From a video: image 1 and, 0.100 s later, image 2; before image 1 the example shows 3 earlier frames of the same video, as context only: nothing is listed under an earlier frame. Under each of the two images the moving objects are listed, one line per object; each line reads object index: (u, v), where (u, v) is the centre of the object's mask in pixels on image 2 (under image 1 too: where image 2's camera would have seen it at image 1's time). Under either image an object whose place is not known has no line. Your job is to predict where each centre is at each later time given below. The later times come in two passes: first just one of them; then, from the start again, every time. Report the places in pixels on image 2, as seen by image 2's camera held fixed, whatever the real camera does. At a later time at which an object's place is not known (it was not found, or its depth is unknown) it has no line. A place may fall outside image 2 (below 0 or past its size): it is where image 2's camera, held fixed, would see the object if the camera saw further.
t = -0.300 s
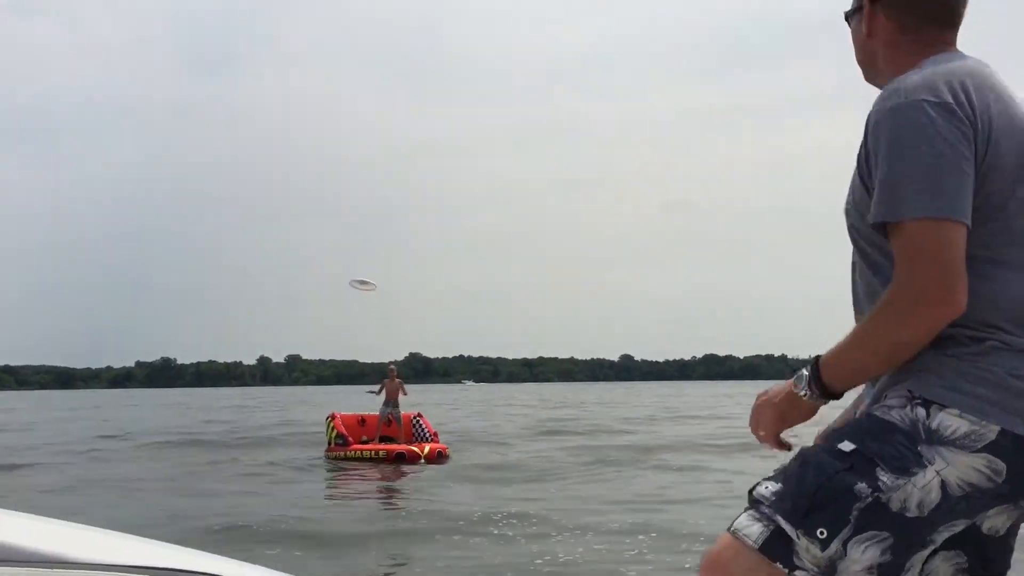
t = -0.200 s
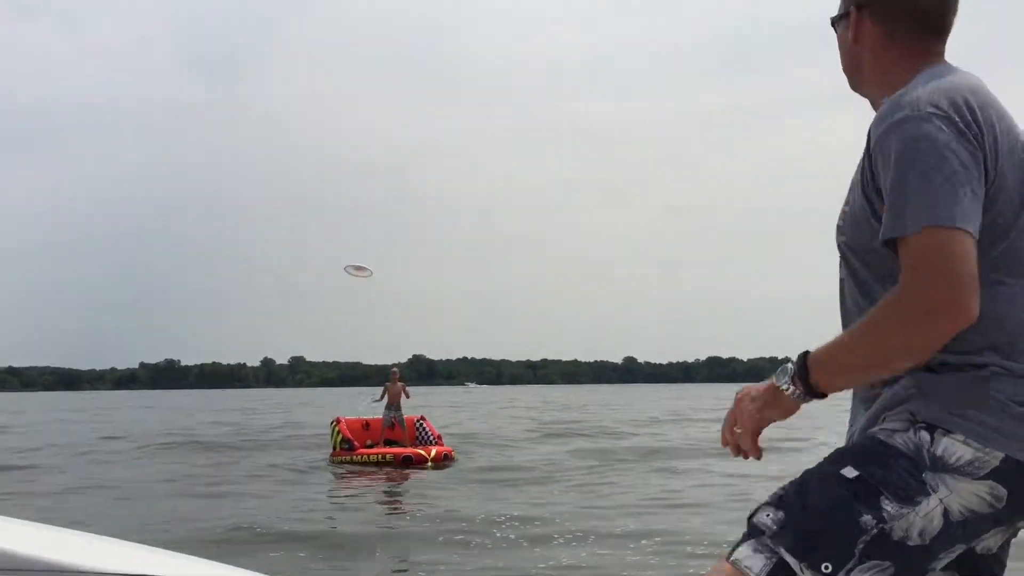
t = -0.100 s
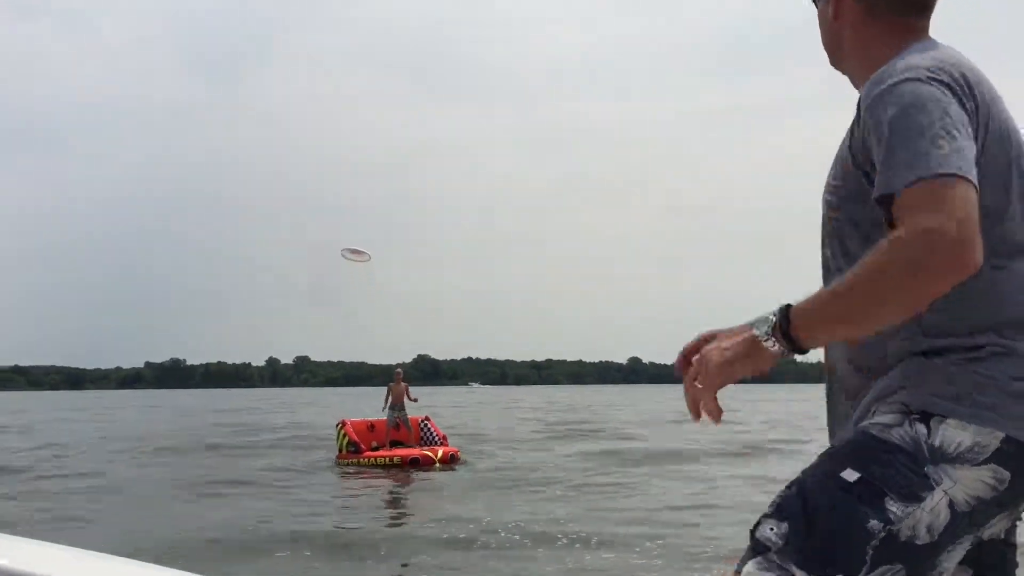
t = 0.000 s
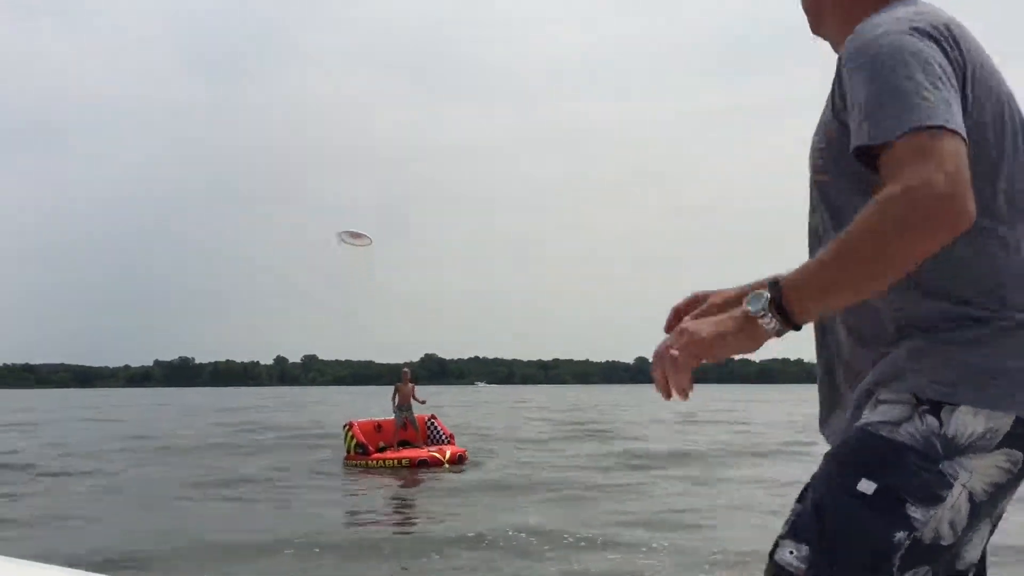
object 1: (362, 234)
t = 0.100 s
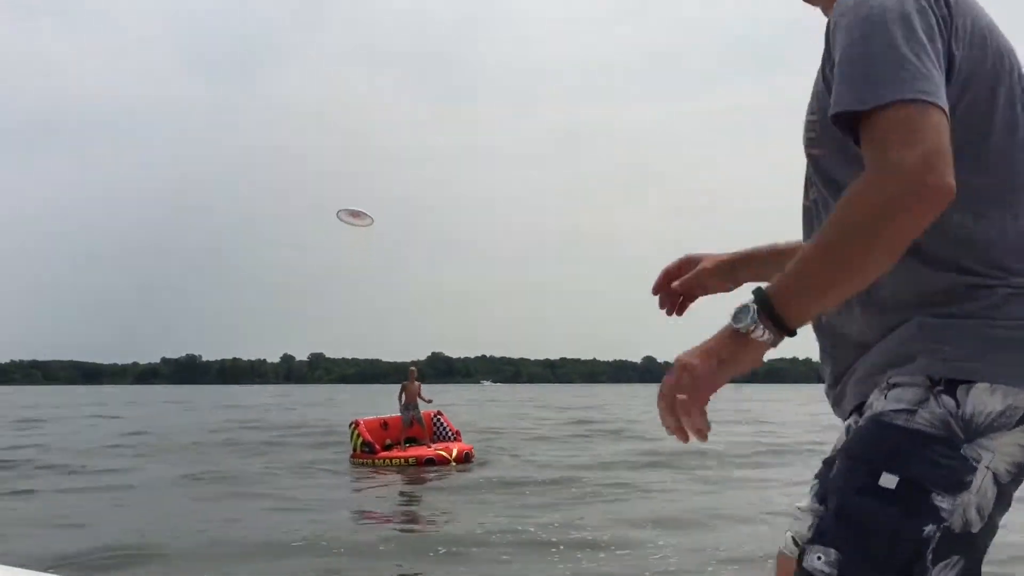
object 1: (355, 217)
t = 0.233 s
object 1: (348, 193)
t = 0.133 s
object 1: (352, 213)
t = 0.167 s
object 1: (352, 204)
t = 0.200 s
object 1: (349, 199)
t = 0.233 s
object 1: (348, 193)
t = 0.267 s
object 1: (347, 185)
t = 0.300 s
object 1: (346, 179)
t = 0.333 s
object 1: (346, 170)
